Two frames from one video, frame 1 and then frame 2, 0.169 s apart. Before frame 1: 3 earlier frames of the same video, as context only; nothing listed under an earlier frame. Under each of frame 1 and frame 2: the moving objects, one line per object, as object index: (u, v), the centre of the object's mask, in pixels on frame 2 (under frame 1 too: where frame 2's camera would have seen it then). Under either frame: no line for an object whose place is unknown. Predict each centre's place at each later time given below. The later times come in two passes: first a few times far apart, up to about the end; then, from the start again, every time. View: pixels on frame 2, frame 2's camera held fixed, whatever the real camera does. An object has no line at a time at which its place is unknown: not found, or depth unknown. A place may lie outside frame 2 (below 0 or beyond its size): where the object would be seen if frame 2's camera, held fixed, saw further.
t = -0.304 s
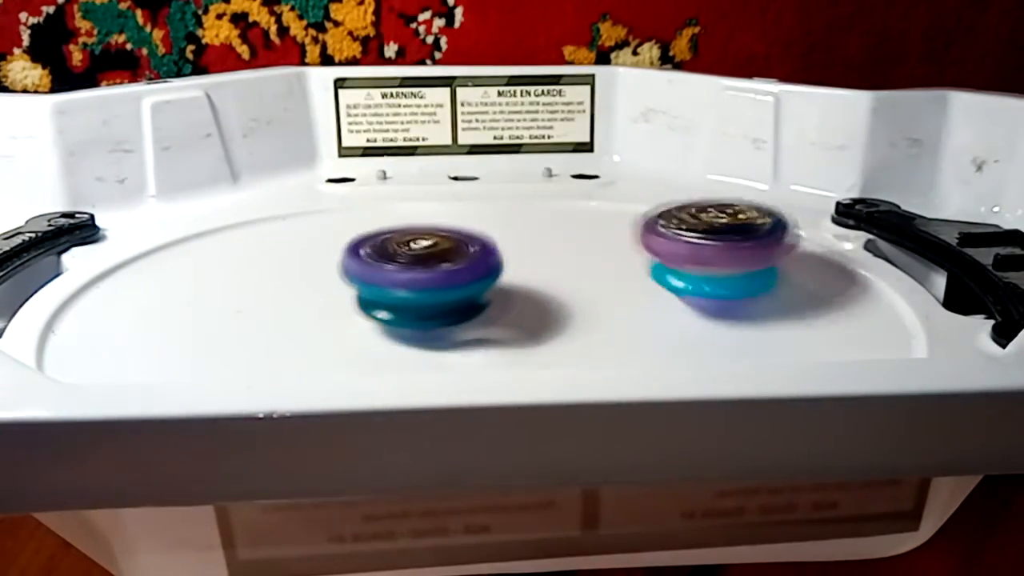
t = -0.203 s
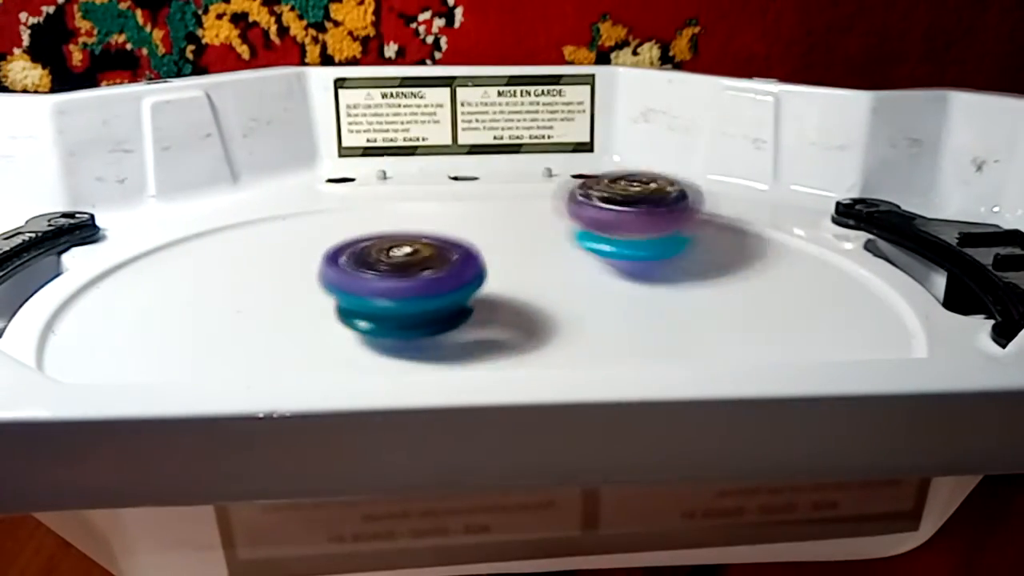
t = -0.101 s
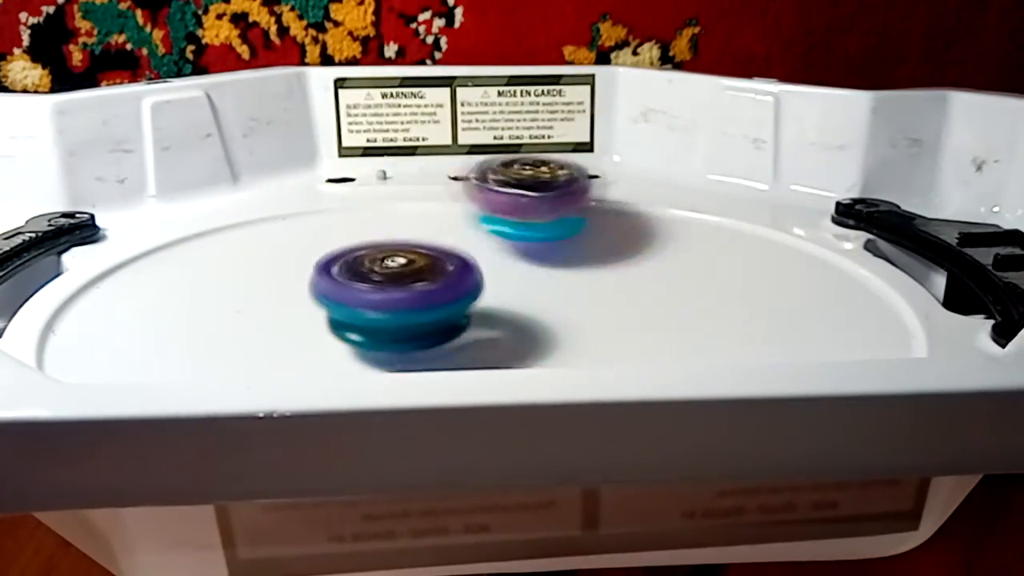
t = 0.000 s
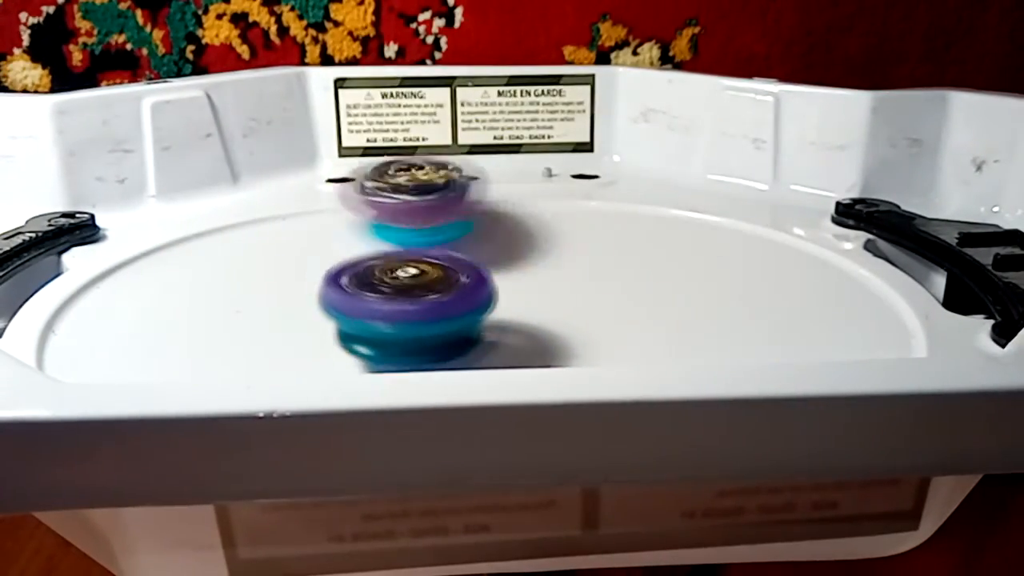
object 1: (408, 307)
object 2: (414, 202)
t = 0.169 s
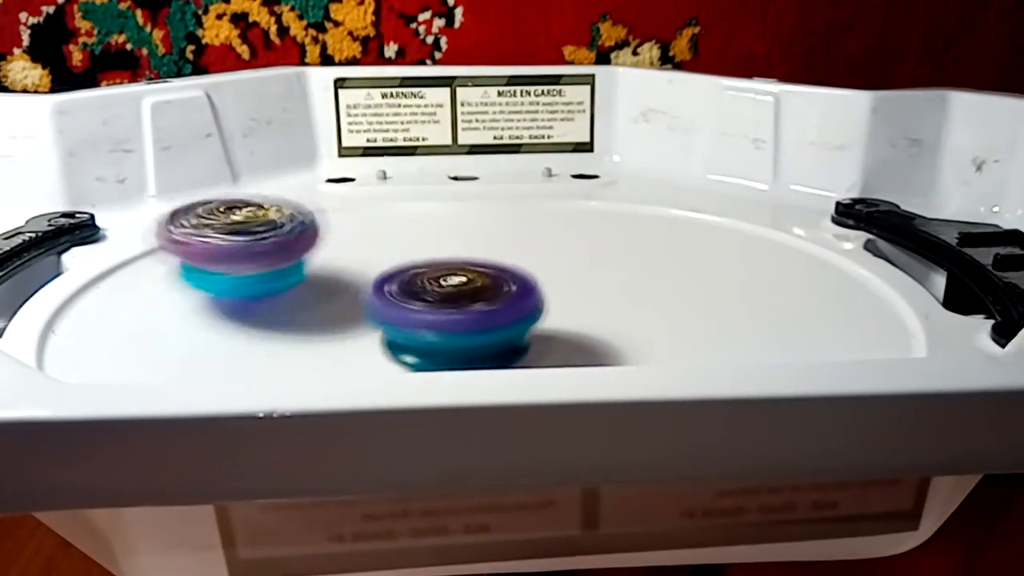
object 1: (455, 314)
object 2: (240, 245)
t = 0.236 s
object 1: (478, 312)
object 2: (208, 275)
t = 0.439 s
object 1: (490, 314)
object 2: (314, 338)
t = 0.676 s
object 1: (533, 283)
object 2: (676, 330)
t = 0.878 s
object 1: (539, 253)
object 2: (801, 294)
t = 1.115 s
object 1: (396, 247)
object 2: (614, 242)
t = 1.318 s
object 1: (259, 254)
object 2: (551, 252)
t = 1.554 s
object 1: (324, 293)
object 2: (532, 304)
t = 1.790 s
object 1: (426, 302)
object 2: (596, 315)
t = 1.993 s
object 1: (422, 284)
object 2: (617, 304)
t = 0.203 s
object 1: (467, 313)
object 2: (220, 259)
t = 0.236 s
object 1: (478, 312)
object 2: (208, 275)
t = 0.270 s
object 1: (485, 311)
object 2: (203, 292)
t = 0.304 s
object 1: (489, 311)
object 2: (207, 310)
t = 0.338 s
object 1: (489, 311)
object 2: (219, 321)
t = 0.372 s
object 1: (489, 312)
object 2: (241, 328)
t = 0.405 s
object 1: (489, 314)
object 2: (272, 334)
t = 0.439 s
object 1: (490, 314)
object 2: (314, 338)
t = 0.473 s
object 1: (509, 306)
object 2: (377, 339)
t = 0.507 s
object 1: (511, 290)
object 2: (437, 337)
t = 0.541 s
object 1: (506, 283)
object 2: (487, 334)
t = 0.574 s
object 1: (494, 279)
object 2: (533, 331)
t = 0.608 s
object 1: (501, 282)
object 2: (585, 333)
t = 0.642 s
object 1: (516, 286)
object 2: (638, 333)
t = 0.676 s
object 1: (533, 283)
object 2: (676, 330)
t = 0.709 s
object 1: (546, 277)
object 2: (730, 327)
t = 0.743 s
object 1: (552, 270)
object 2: (777, 323)
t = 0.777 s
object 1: (554, 265)
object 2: (804, 317)
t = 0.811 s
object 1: (553, 260)
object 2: (820, 311)
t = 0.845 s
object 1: (547, 256)
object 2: (817, 303)
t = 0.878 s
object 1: (539, 253)
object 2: (801, 294)
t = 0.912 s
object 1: (528, 251)
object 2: (776, 279)
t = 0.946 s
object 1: (515, 250)
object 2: (745, 270)
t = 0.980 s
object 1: (500, 249)
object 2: (706, 262)
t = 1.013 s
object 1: (487, 250)
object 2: (668, 256)
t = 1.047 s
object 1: (473, 252)
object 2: (628, 250)
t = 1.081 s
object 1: (439, 248)
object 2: (617, 242)
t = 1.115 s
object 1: (396, 247)
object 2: (614, 242)
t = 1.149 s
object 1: (356, 242)
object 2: (607, 241)
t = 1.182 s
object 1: (325, 242)
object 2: (600, 239)
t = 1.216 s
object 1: (299, 242)
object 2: (588, 242)
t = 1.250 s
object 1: (279, 245)
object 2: (578, 242)
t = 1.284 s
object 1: (266, 249)
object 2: (562, 247)
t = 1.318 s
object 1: (259, 254)
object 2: (551, 252)
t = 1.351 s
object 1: (257, 260)
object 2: (537, 257)
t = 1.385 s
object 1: (260, 267)
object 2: (525, 265)
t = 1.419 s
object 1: (266, 272)
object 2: (517, 272)
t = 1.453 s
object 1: (276, 278)
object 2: (514, 277)
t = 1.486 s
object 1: (291, 283)
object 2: (518, 283)
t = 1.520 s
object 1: (307, 291)
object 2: (526, 297)
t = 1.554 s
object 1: (324, 293)
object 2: (532, 304)
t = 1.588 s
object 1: (342, 296)
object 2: (539, 308)
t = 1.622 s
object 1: (358, 300)
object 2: (549, 312)
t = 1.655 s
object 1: (374, 302)
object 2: (558, 314)
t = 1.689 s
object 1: (388, 302)
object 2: (569, 315)
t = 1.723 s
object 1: (401, 302)
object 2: (577, 315)
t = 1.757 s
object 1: (413, 302)
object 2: (586, 315)
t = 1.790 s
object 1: (426, 302)
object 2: (596, 315)
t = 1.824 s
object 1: (436, 300)
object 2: (601, 314)
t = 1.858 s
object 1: (441, 297)
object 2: (607, 312)
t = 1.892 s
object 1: (437, 290)
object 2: (614, 310)
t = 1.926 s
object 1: (431, 288)
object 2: (616, 309)
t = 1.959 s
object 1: (426, 285)
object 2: (617, 307)
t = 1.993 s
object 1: (422, 284)
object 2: (617, 304)
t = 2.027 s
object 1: (418, 283)
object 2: (609, 302)
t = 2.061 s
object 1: (416, 282)
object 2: (600, 297)
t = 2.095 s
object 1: (414, 281)
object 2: (587, 291)
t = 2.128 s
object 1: (408, 280)
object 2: (572, 286)
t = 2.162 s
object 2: (576, 283)
